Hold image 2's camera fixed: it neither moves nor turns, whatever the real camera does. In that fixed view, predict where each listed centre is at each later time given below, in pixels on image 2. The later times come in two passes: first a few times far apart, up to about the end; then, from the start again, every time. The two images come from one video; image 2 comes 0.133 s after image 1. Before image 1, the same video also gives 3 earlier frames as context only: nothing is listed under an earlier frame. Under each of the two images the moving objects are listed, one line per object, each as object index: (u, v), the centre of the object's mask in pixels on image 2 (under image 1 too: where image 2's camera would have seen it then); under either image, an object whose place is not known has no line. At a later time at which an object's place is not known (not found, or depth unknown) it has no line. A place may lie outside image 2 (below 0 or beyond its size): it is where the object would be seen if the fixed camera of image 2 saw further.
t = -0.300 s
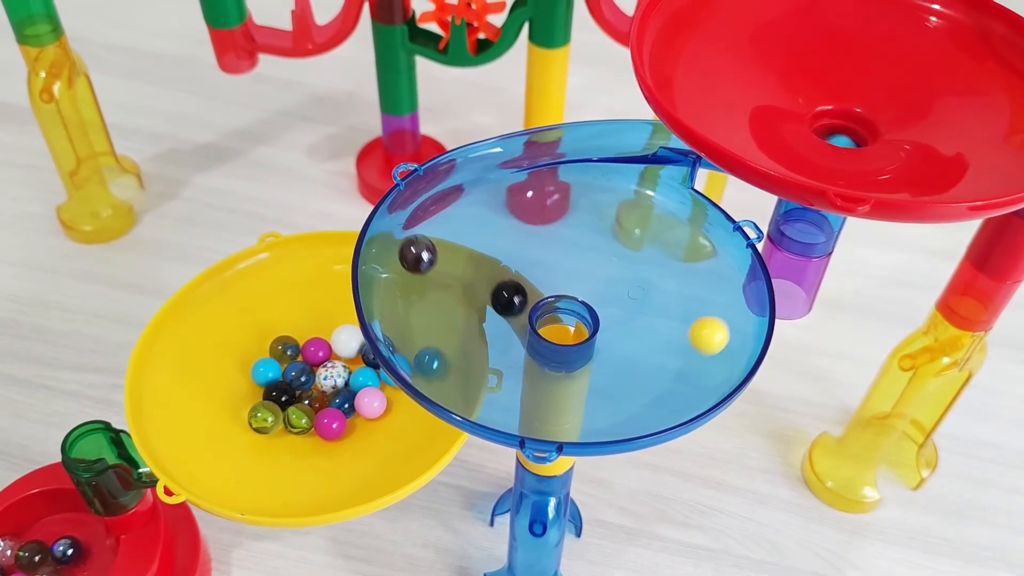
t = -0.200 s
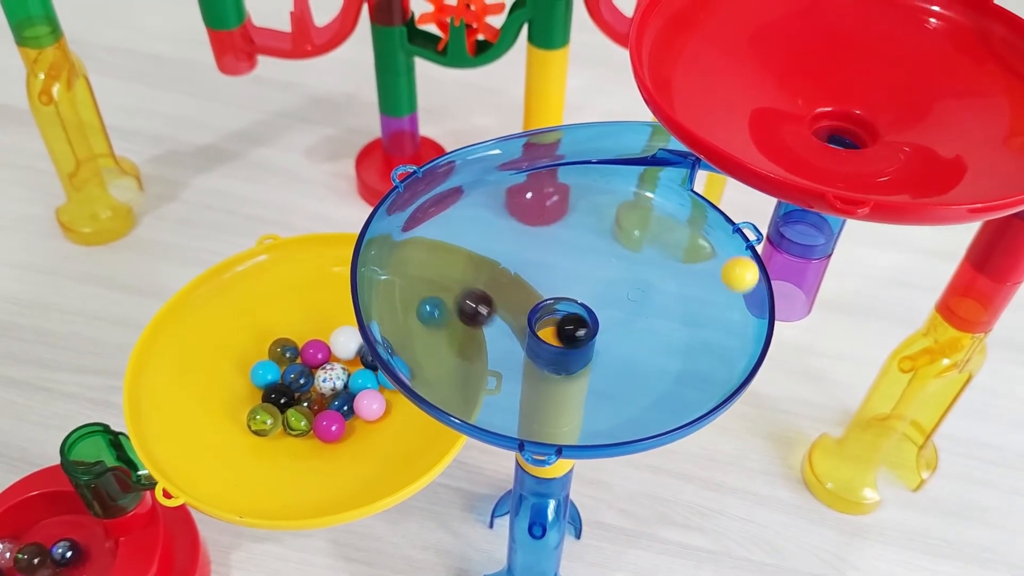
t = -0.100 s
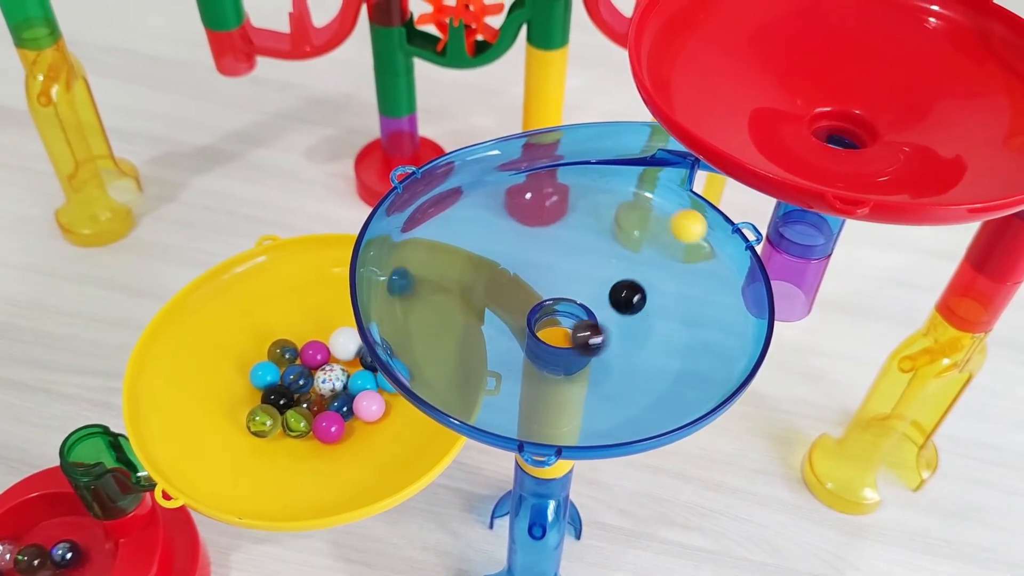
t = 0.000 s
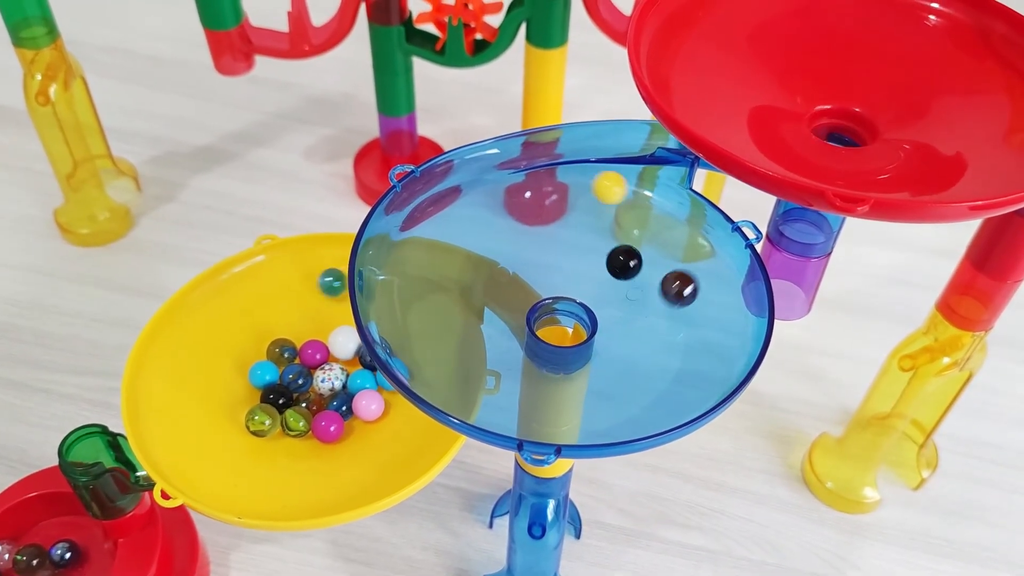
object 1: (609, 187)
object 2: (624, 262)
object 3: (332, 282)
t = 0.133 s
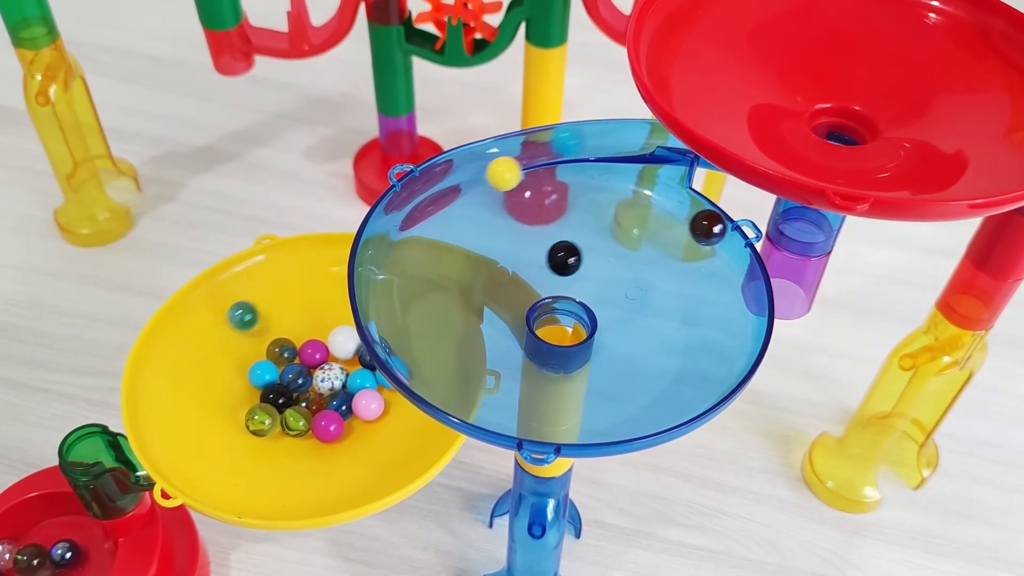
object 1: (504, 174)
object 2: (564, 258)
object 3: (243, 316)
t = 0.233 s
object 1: (446, 206)
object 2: (523, 298)
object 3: (200, 362)
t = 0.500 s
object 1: (493, 346)
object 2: (604, 299)
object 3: (294, 445)
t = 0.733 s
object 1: (682, 284)
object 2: (523, 264)
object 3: (359, 437)
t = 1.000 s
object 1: (600, 182)
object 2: (618, 290)
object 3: (385, 417)
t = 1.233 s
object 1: (465, 224)
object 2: (531, 301)
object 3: (376, 422)
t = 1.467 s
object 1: (545, 354)
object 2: (626, 317)
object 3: (375, 422)
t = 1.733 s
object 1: (687, 261)
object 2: (543, 252)
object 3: (375, 422)
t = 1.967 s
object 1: (590, 182)
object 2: (559, 333)
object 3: (375, 422)
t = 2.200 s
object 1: (482, 215)
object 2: (600, 259)
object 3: (375, 423)
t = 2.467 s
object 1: (576, 354)
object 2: (536, 323)
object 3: (374, 423)
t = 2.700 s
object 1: (682, 268)
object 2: (627, 280)
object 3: (374, 423)
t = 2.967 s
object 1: (557, 196)
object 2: (520, 284)
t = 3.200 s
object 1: (476, 263)
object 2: (614, 311)
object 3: (374, 423)
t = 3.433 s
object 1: (632, 330)
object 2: (533, 271)
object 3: (374, 423)
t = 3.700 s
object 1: (628, 232)
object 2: (608, 309)
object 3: (374, 423)
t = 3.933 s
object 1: (497, 258)
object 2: (536, 281)
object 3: (376, 421)
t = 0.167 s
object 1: (482, 182)
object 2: (546, 268)
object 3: (225, 330)
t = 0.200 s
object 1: (463, 193)
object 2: (531, 282)
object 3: (211, 345)
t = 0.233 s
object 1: (446, 206)
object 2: (523, 298)
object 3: (200, 362)
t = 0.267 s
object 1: (434, 221)
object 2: (524, 314)
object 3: (195, 379)
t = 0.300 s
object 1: (425, 238)
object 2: (532, 327)
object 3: (194, 395)
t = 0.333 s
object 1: (422, 256)
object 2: (548, 335)
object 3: (198, 411)
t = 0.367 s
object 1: (424, 275)
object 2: (565, 339)
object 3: (208, 424)
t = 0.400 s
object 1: (432, 295)
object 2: (583, 338)
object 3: (223, 436)
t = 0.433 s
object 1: (446, 314)
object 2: (597, 329)
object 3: (242, 443)
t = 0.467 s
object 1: (466, 331)
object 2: (605, 315)
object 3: (267, 446)
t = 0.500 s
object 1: (493, 346)
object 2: (604, 299)
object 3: (294, 445)
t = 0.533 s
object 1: (525, 356)
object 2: (597, 283)
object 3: (313, 444)
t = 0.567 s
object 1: (559, 360)
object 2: (585, 269)
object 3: (326, 444)
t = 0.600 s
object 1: (594, 356)
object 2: (570, 259)
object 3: (336, 444)
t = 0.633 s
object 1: (626, 345)
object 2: (555, 253)
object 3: (344, 443)
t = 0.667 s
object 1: (652, 328)
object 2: (542, 252)
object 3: (350, 441)
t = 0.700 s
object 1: (670, 307)
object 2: (531, 256)
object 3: (354, 440)
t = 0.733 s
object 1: (682, 284)
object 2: (523, 264)
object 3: (359, 437)
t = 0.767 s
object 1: (687, 263)
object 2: (520, 276)
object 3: (363, 435)
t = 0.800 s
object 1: (687, 243)
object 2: (523, 292)
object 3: (368, 432)
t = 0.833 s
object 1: (684, 225)
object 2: (534, 310)
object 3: (372, 427)
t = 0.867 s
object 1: (678, 208)
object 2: (553, 324)
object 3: (376, 422)
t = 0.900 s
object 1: (665, 196)
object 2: (581, 323)
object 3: (380, 420)
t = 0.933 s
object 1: (644, 192)
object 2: (601, 313)
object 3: (383, 418)
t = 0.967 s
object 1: (623, 190)
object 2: (613, 301)
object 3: (385, 417)
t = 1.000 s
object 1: (600, 182)
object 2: (618, 290)
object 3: (385, 417)
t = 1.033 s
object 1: (579, 173)
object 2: (617, 280)
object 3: (385, 417)
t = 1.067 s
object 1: (558, 168)
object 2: (610, 273)
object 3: (383, 418)
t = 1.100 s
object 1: (537, 172)
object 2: (598, 268)
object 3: (380, 420)
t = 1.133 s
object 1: (517, 179)
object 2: (583, 268)
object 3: (375, 422)
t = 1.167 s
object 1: (491, 194)
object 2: (556, 276)
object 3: (374, 423)
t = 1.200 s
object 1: (476, 208)
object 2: (540, 287)
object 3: (375, 422)
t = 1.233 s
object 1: (465, 224)
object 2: (531, 301)
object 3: (376, 422)
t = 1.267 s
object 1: (458, 243)
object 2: (531, 315)
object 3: (376, 422)
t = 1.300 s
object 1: (455, 263)
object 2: (539, 325)
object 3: (375, 422)
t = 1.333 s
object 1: (460, 284)
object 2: (551, 331)
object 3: (375, 422)
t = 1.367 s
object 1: (471, 305)
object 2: (577, 338)
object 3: (375, 422)
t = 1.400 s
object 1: (489, 326)
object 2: (599, 336)
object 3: (375, 422)
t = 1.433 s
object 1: (515, 343)
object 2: (615, 328)
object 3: (375, 422)
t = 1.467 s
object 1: (545, 354)
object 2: (626, 317)
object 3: (375, 422)
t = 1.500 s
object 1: (577, 358)
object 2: (631, 304)
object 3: (375, 422)
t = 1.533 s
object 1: (609, 355)
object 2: (631, 290)
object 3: (375, 422)
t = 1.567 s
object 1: (637, 346)
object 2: (625, 276)
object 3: (375, 422)
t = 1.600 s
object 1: (659, 332)
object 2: (614, 264)
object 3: (375, 422)
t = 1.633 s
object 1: (675, 315)
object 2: (598, 256)
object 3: (375, 422)
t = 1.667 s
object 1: (685, 297)
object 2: (580, 250)
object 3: (375, 422)
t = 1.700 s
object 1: (688, 278)
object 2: (561, 249)
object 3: (375, 422)
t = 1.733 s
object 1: (687, 261)
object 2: (543, 252)
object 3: (375, 422)
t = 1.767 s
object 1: (681, 244)
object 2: (527, 259)
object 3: (375, 422)
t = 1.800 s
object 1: (671, 229)
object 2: (515, 269)
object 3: (375, 422)
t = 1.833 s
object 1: (658, 216)
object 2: (509, 283)
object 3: (375, 422)
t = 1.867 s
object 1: (643, 204)
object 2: (510, 299)
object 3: (375, 422)
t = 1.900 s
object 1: (626, 194)
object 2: (519, 314)
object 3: (375, 422)
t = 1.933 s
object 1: (608, 187)
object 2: (536, 325)
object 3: (375, 422)
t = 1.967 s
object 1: (590, 182)
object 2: (559, 333)
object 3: (375, 422)
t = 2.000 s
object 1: (571, 179)
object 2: (584, 333)
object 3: (375, 422)
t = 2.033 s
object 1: (552, 178)
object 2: (603, 323)
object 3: (375, 422)
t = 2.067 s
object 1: (535, 180)
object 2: (616, 310)
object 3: (375, 422)
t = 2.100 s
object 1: (518, 185)
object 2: (621, 295)
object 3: (375, 422)
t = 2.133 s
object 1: (504, 192)
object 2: (619, 281)
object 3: (375, 422)
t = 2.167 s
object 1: (492, 202)
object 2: (612, 268)
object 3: (375, 423)
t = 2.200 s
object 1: (482, 215)
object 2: (600, 259)
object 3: (375, 423)
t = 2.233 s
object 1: (472, 232)
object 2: (586, 254)
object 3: (375, 423)
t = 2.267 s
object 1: (467, 251)
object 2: (569, 253)
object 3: (375, 423)
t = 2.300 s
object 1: (469, 272)
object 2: (553, 256)
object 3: (375, 423)
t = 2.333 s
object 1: (477, 294)
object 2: (538, 264)
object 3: (375, 423)
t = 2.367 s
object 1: (492, 315)
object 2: (527, 276)
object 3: (374, 423)
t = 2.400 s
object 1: (515, 334)
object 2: (521, 291)
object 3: (374, 423)
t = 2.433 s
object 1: (543, 348)
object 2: (524, 308)
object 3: (374, 423)
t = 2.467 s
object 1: (576, 354)
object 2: (536, 323)
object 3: (374, 423)
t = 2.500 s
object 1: (606, 352)
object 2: (554, 331)
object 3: (374, 423)
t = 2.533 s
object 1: (634, 345)
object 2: (578, 335)
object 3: (374, 423)
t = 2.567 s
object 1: (656, 333)
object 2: (600, 330)
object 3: (374, 423)
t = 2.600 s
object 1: (672, 318)
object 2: (616, 320)
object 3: (374, 423)
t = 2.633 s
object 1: (680, 301)
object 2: (627, 307)
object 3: (374, 423)
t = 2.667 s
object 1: (684, 285)
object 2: (630, 293)
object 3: (374, 423)
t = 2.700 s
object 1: (682, 268)
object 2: (627, 280)
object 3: (374, 423)
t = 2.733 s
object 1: (675, 253)
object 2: (618, 268)
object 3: (374, 424)
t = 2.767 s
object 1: (665, 239)
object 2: (605, 260)
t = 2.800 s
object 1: (651, 227)
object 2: (589, 254)
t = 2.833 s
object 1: (634, 216)
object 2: (572, 253)
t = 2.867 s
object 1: (617, 208)
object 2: (555, 254)
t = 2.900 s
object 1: (597, 201)
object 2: (540, 260)
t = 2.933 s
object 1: (577, 198)
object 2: (527, 270)
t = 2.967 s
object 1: (557, 196)
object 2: (520, 284)
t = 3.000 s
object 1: (538, 197)
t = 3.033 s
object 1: (521, 201)
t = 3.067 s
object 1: (505, 207)
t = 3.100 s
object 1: (491, 217)
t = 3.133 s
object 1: (482, 230)
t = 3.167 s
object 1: (476, 245)
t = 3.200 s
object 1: (476, 263)
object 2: (614, 311)
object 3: (374, 423)
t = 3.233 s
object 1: (481, 282)
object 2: (614, 298)
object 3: (374, 423)
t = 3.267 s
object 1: (494, 302)
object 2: (609, 285)
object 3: (374, 423)
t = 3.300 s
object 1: (515, 321)
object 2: (597, 274)
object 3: (374, 423)
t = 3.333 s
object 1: (542, 336)
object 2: (582, 267)
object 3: (374, 423)
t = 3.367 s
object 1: (575, 342)
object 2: (565, 263)
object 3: (374, 423)
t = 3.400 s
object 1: (605, 339)
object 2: (548, 265)
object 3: (374, 423)
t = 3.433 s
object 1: (632, 330)
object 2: (533, 271)
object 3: (374, 423)
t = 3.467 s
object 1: (652, 318)
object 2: (524, 282)
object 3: (374, 423)
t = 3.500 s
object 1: (665, 303)
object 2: (521, 295)
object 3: (374, 423)
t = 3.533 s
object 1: (671, 289)
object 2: (525, 310)
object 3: (374, 423)
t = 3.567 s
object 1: (672, 275)
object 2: (538, 322)
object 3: (374, 423)
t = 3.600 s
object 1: (667, 261)
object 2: (558, 329)
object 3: (374, 423)
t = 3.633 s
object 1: (658, 250)
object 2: (580, 329)
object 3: (374, 423)
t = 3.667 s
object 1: (644, 240)
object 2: (597, 321)
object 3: (374, 423)
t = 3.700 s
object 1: (628, 232)
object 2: (608, 309)
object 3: (374, 423)
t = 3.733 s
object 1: (609, 227)
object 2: (610, 297)
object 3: (374, 423)
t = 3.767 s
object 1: (589, 224)
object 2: (605, 285)
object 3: (374, 423)
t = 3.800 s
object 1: (567, 224)
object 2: (595, 275)
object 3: (374, 423)
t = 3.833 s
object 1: (546, 228)
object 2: (581, 270)
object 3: (374, 423)
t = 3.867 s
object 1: (527, 234)
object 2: (565, 268)
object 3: (374, 423)
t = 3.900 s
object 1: (510, 245)
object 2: (549, 272)
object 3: (374, 423)
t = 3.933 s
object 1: (497, 258)
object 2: (536, 281)
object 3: (376, 421)
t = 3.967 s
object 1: (489, 274)
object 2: (528, 293)
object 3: (383, 416)
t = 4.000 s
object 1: (489, 291)
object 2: (528, 307)
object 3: (388, 411)
